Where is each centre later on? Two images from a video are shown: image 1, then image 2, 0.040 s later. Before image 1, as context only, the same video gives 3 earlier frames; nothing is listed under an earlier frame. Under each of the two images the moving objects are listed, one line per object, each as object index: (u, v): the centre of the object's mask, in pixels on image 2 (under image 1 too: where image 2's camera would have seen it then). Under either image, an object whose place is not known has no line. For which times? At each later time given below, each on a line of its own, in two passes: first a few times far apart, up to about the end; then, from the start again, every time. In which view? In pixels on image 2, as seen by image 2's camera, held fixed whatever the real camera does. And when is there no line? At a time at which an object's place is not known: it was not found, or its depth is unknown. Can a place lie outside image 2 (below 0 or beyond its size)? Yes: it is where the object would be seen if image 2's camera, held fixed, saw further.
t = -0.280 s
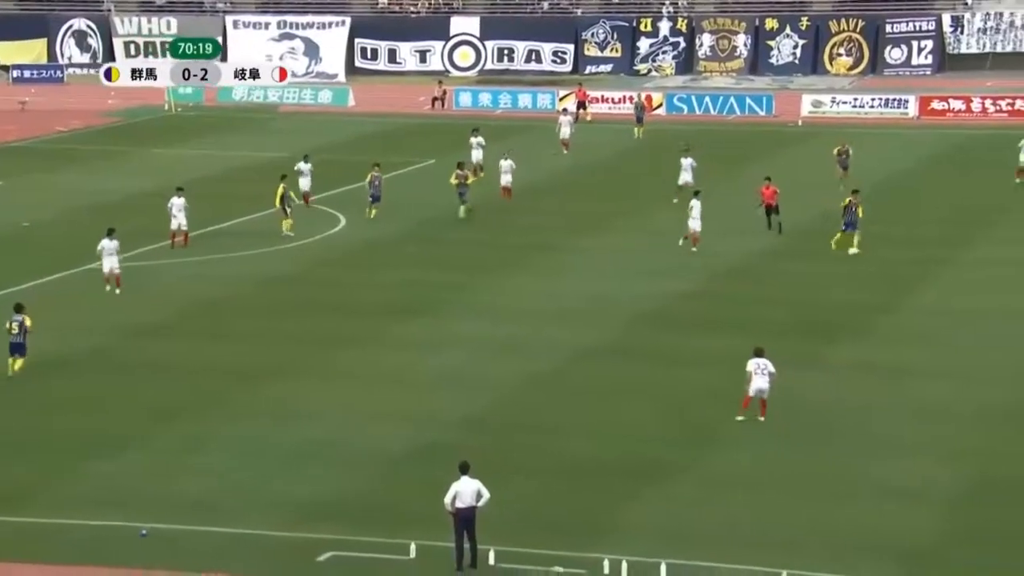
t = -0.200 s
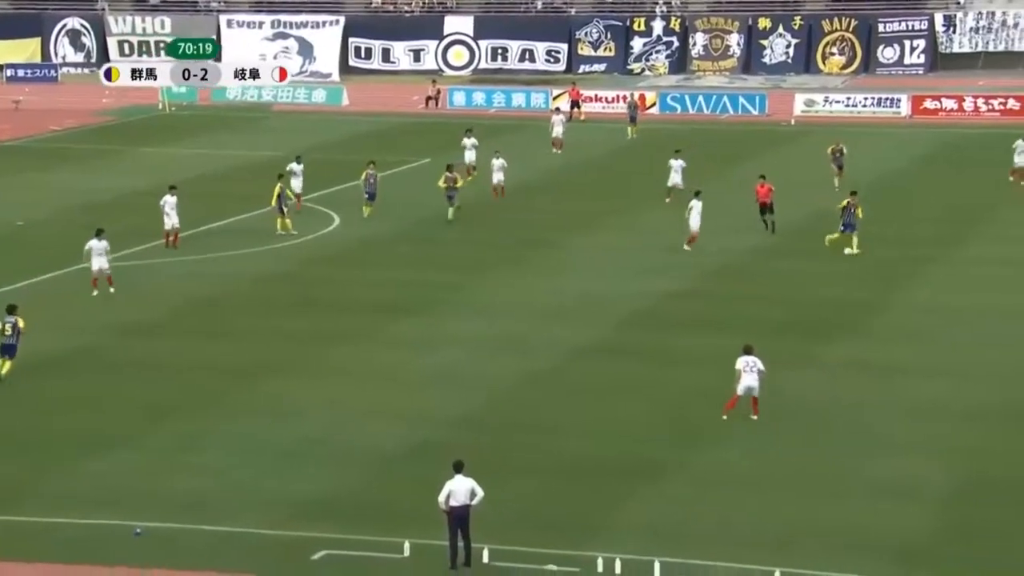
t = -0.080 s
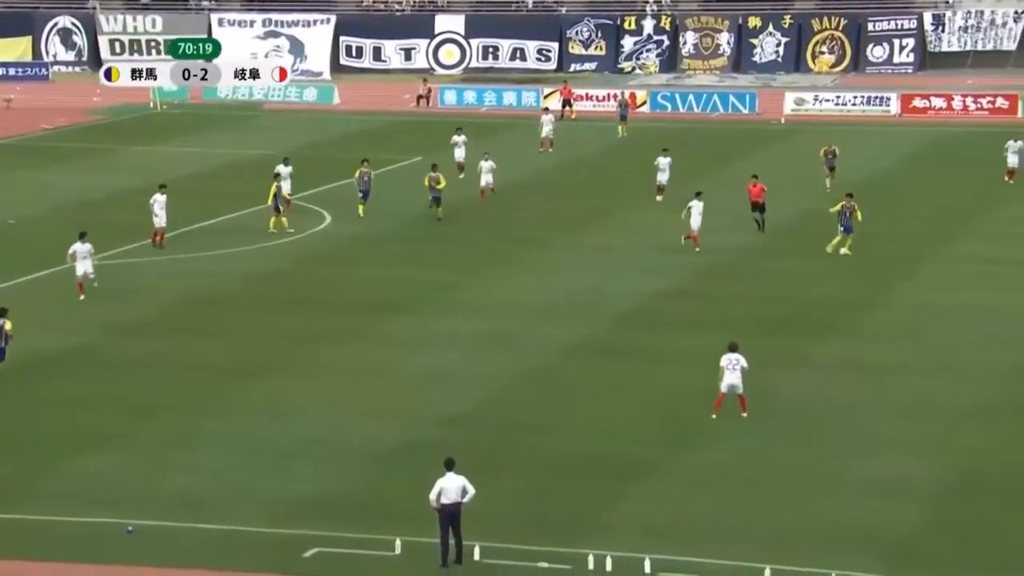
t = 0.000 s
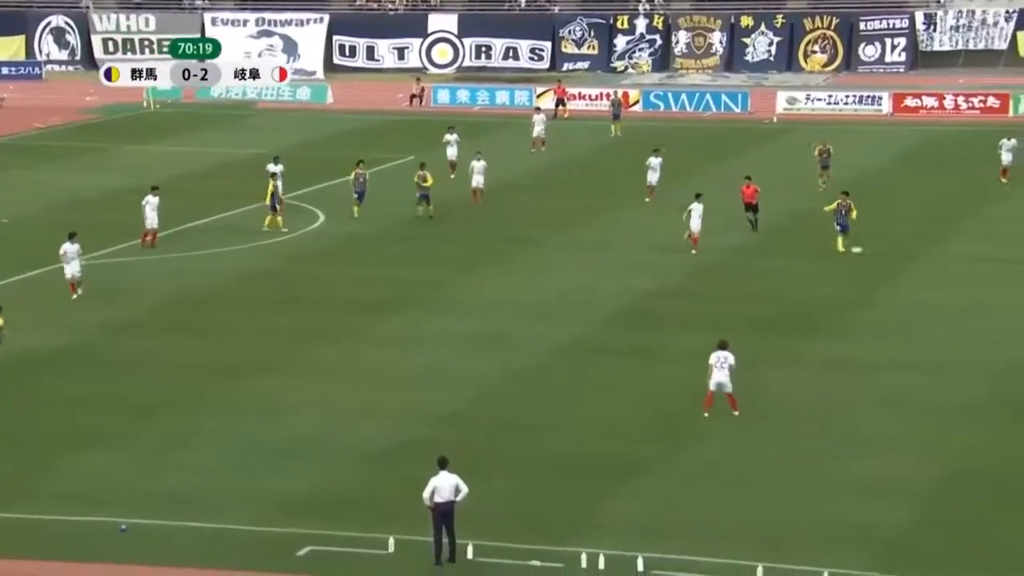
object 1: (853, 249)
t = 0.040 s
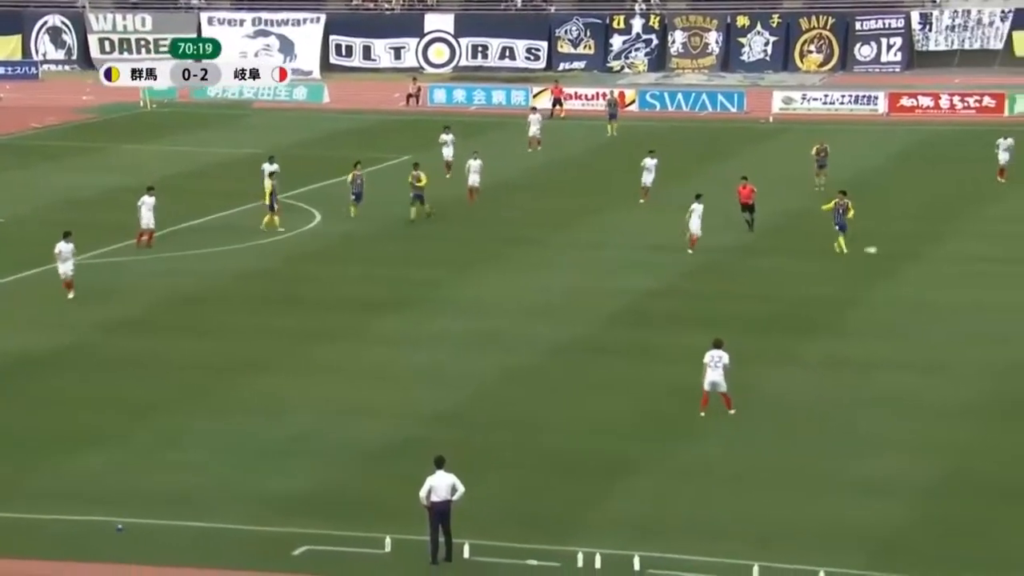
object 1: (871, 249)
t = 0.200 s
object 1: (942, 251)
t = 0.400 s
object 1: (1025, 257)
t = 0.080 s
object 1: (888, 250)
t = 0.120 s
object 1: (907, 252)
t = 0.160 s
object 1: (925, 252)
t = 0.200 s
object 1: (942, 251)
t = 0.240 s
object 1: (958, 253)
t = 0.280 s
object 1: (975, 254)
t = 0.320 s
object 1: (992, 255)
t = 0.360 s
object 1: (1011, 256)
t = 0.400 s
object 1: (1025, 257)
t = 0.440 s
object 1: (1042, 257)
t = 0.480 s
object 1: (1057, 259)
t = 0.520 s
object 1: (1074, 260)
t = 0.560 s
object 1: (1089, 261)
